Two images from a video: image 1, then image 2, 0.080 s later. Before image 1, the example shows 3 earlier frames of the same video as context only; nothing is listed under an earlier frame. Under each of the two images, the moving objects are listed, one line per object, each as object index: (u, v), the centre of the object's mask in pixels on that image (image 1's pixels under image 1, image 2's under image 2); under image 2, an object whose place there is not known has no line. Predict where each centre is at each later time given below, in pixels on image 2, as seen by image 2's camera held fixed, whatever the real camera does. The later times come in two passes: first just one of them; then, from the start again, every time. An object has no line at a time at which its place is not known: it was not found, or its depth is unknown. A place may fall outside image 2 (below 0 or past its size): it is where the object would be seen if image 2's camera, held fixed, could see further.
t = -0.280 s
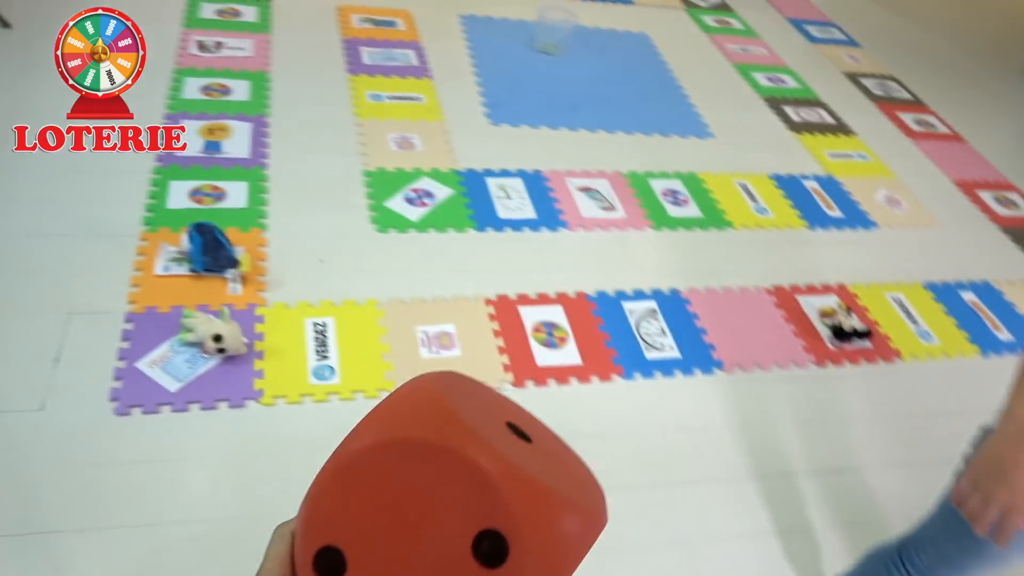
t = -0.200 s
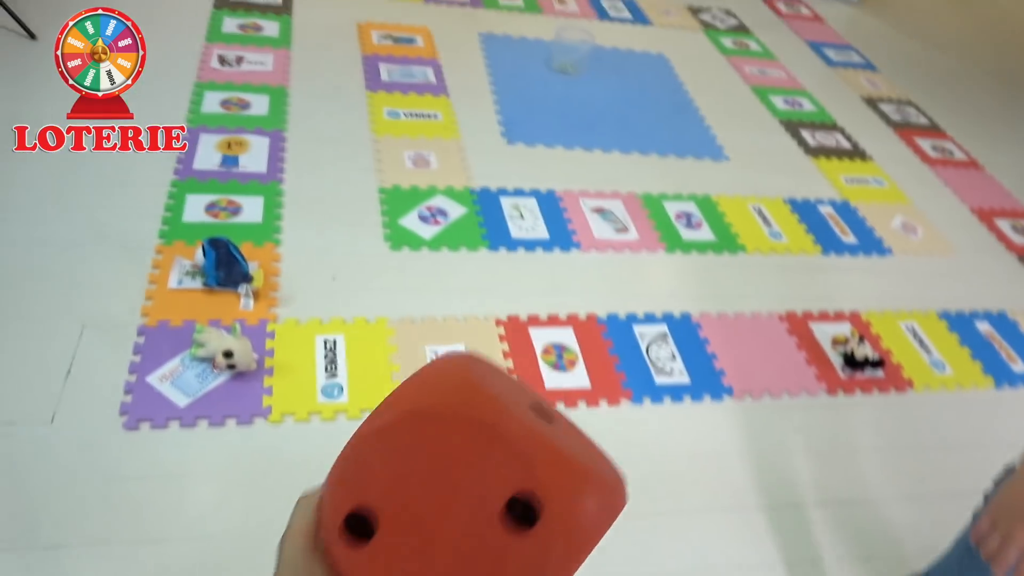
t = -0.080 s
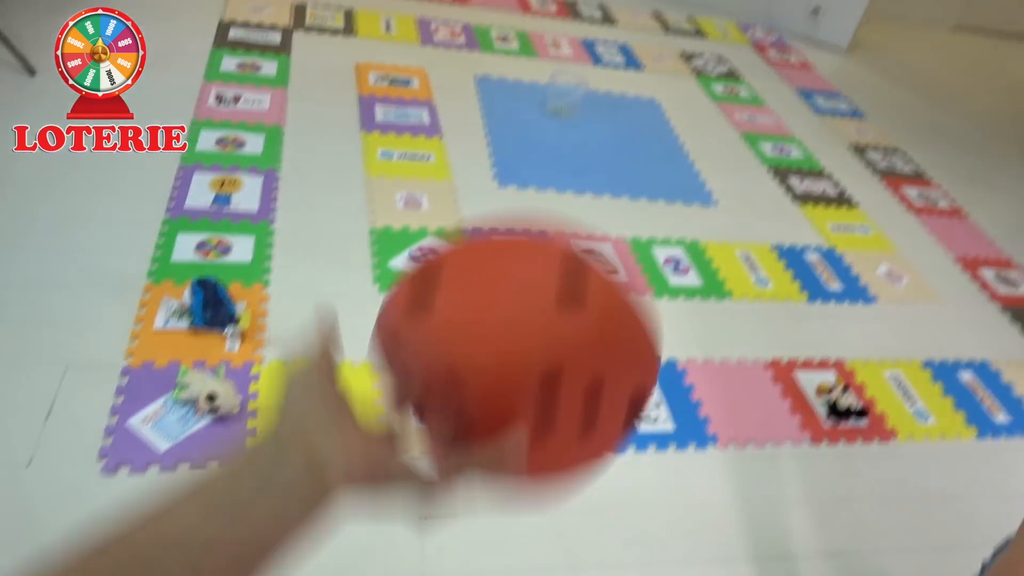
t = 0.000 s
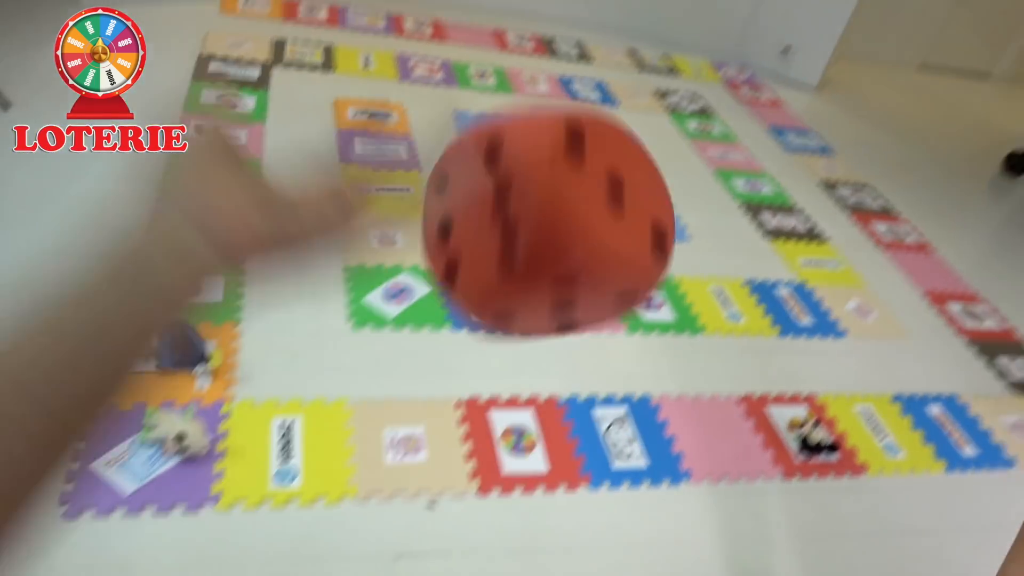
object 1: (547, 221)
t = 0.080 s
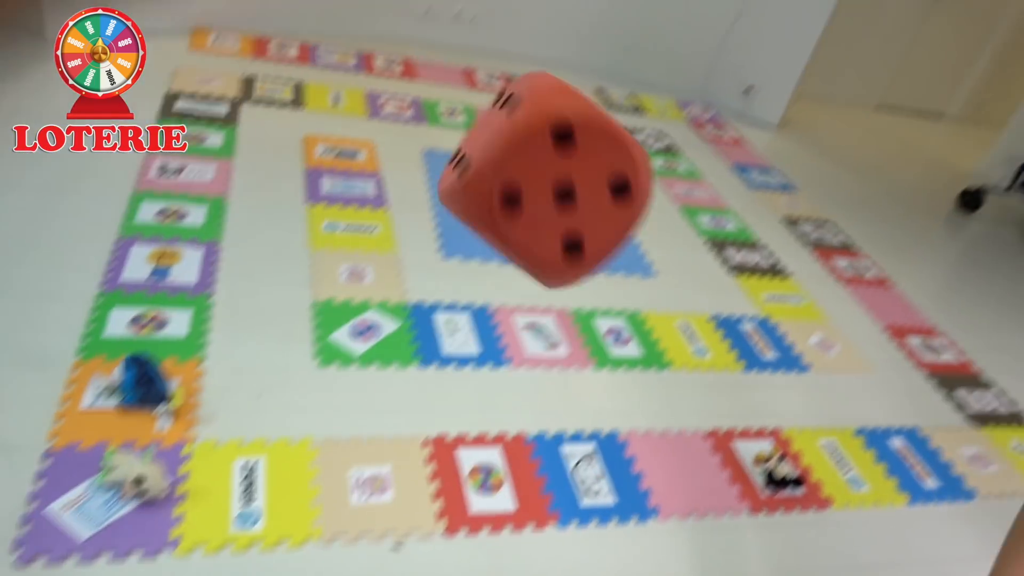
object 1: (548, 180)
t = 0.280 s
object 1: (545, 217)
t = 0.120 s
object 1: (552, 162)
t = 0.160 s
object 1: (554, 163)
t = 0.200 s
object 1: (553, 178)
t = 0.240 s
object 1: (550, 191)
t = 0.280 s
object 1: (545, 217)
